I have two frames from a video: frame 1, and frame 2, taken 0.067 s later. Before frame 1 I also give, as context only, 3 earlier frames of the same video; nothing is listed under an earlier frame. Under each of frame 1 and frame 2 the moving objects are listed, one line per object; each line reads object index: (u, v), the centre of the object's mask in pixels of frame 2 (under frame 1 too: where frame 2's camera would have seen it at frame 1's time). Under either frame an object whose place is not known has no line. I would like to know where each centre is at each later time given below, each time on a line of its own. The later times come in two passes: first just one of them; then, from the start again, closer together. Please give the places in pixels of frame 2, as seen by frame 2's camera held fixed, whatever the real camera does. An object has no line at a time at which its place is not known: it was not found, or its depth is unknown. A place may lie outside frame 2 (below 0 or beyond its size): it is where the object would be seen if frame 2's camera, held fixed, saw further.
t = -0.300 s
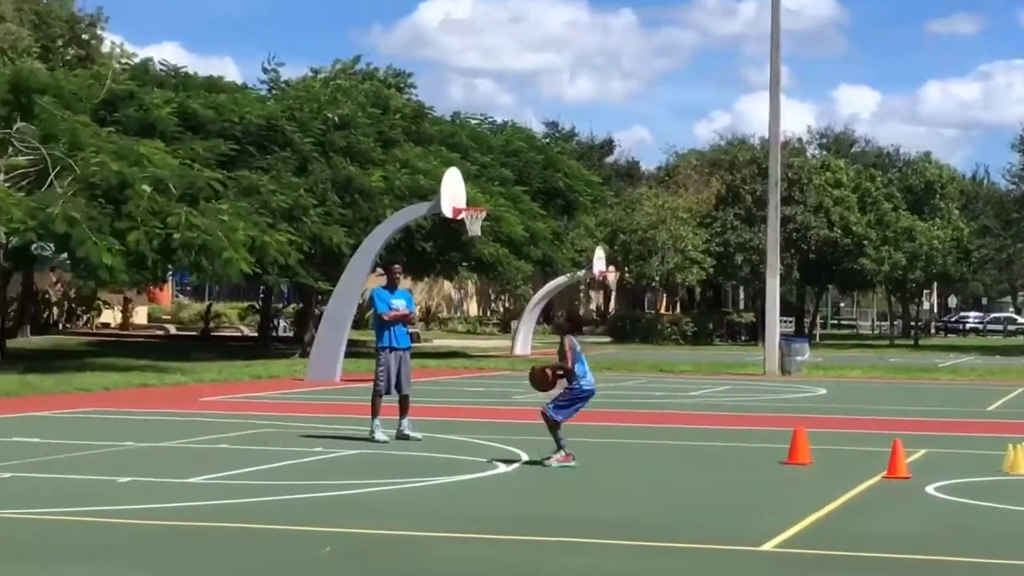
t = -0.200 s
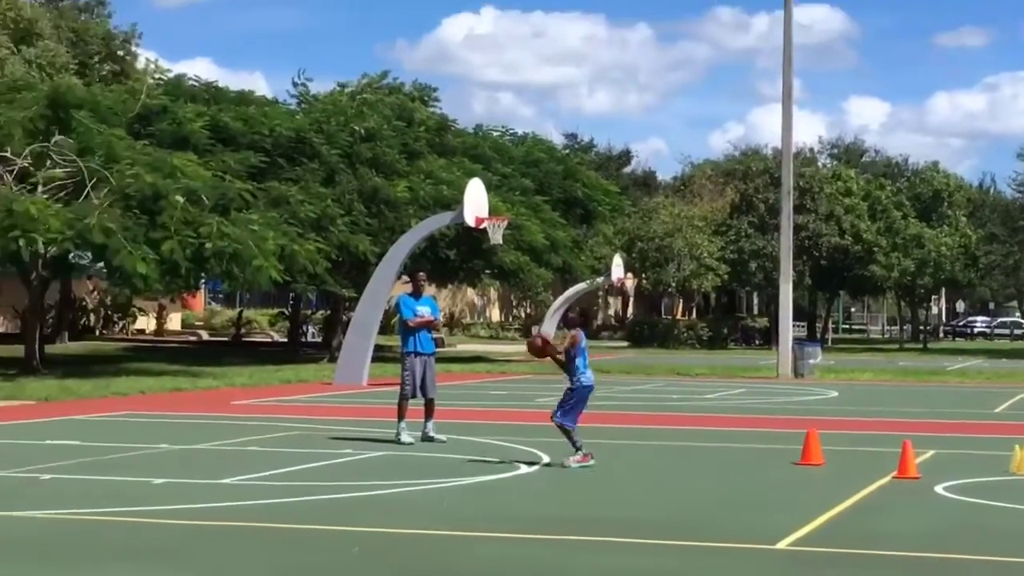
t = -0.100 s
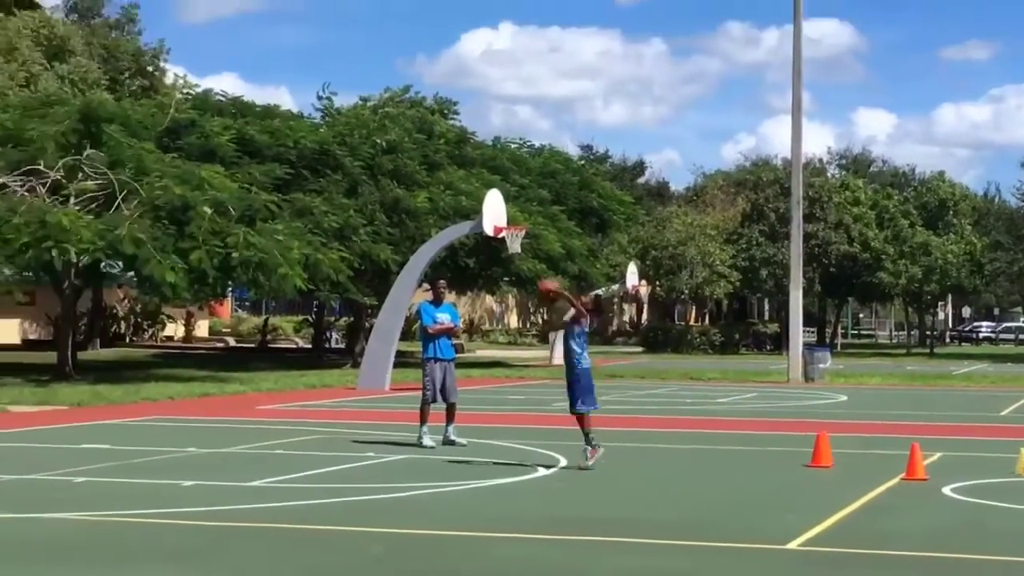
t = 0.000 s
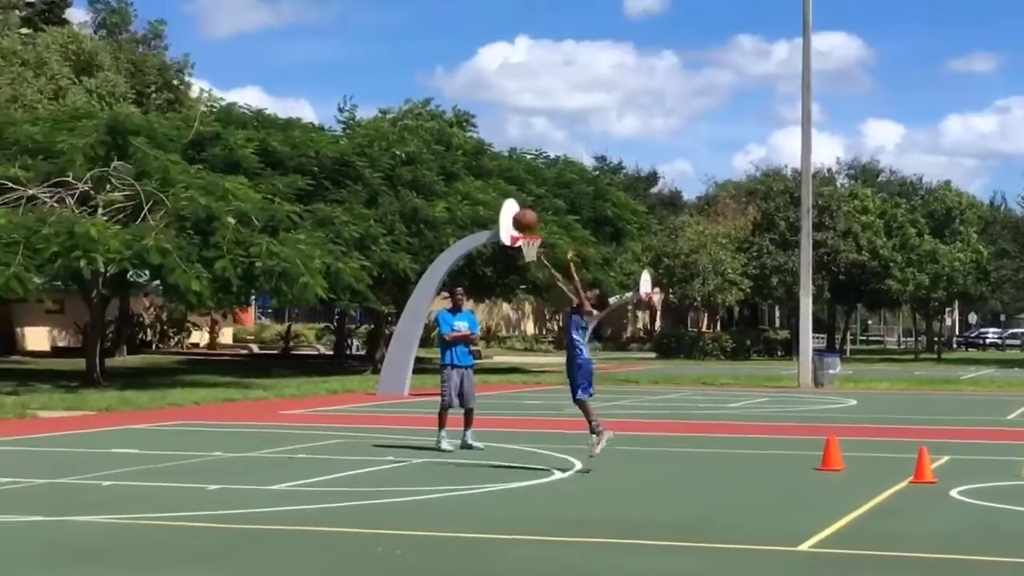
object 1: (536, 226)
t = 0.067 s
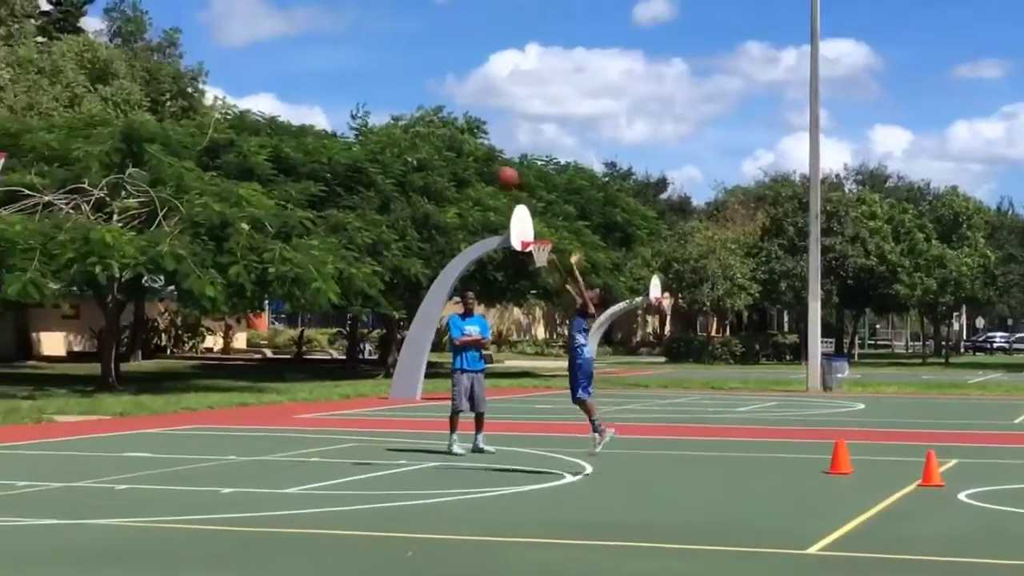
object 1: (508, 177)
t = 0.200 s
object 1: (447, 99)
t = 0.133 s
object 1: (476, 135)
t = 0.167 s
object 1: (460, 116)
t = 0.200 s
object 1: (447, 99)
